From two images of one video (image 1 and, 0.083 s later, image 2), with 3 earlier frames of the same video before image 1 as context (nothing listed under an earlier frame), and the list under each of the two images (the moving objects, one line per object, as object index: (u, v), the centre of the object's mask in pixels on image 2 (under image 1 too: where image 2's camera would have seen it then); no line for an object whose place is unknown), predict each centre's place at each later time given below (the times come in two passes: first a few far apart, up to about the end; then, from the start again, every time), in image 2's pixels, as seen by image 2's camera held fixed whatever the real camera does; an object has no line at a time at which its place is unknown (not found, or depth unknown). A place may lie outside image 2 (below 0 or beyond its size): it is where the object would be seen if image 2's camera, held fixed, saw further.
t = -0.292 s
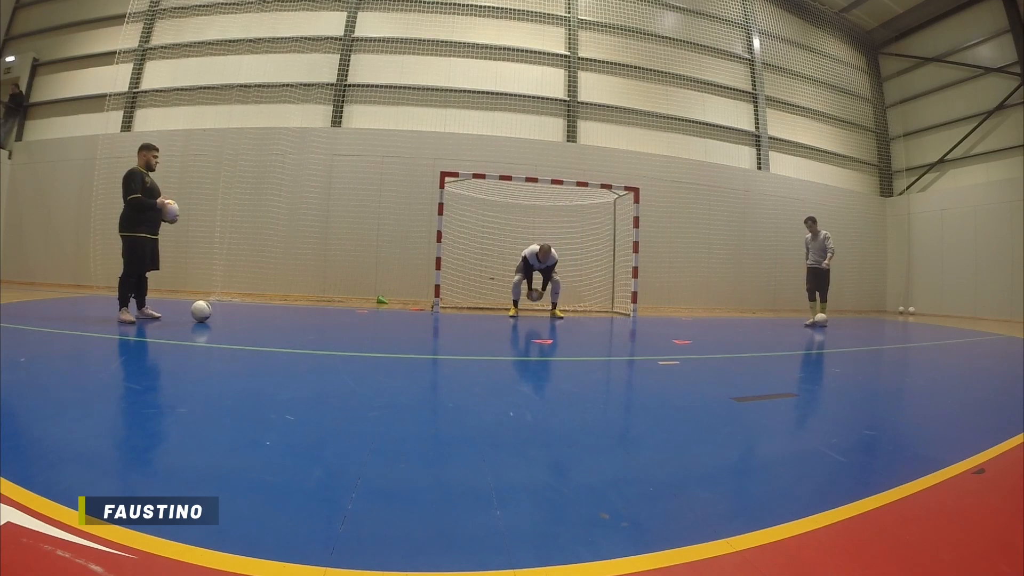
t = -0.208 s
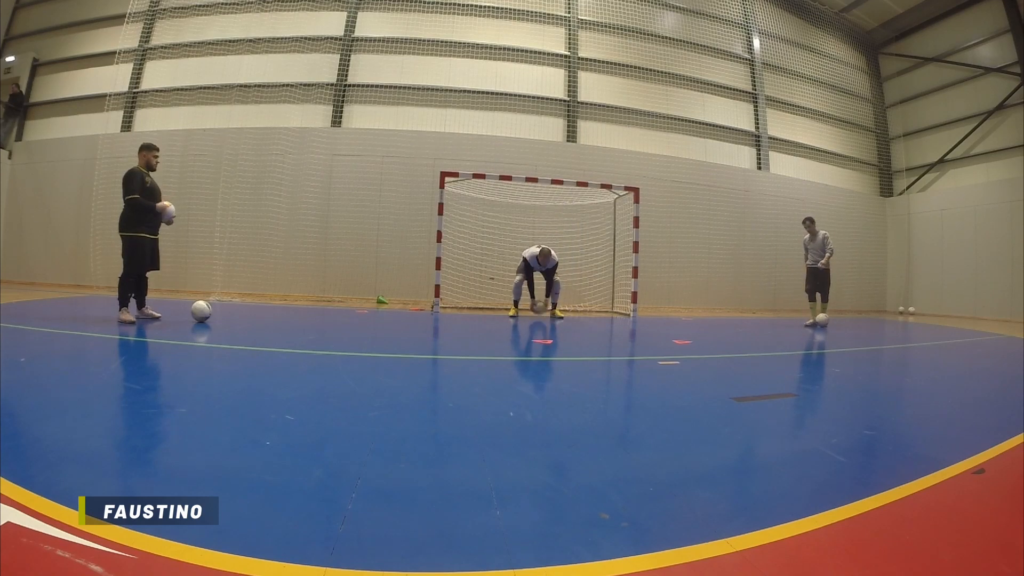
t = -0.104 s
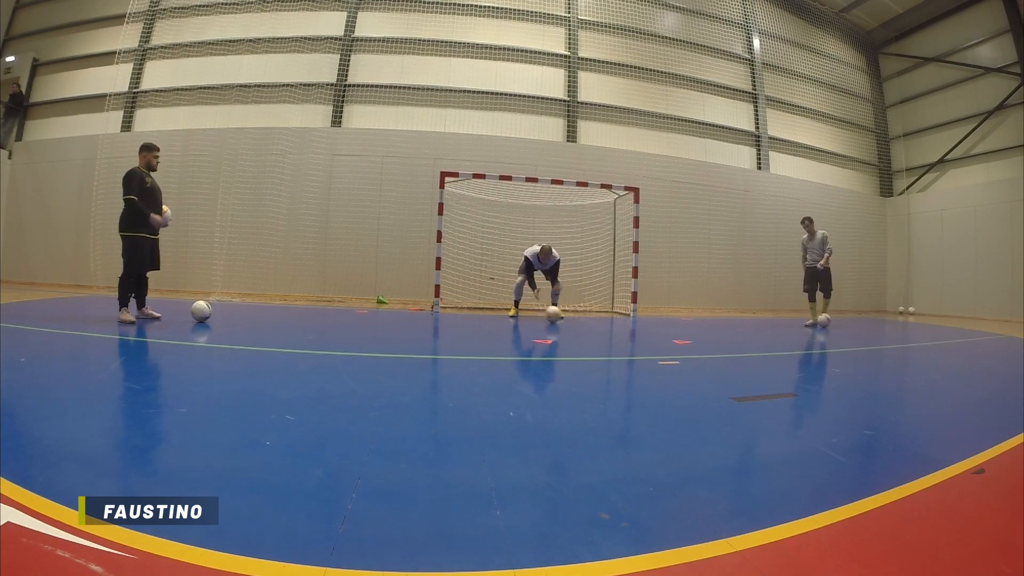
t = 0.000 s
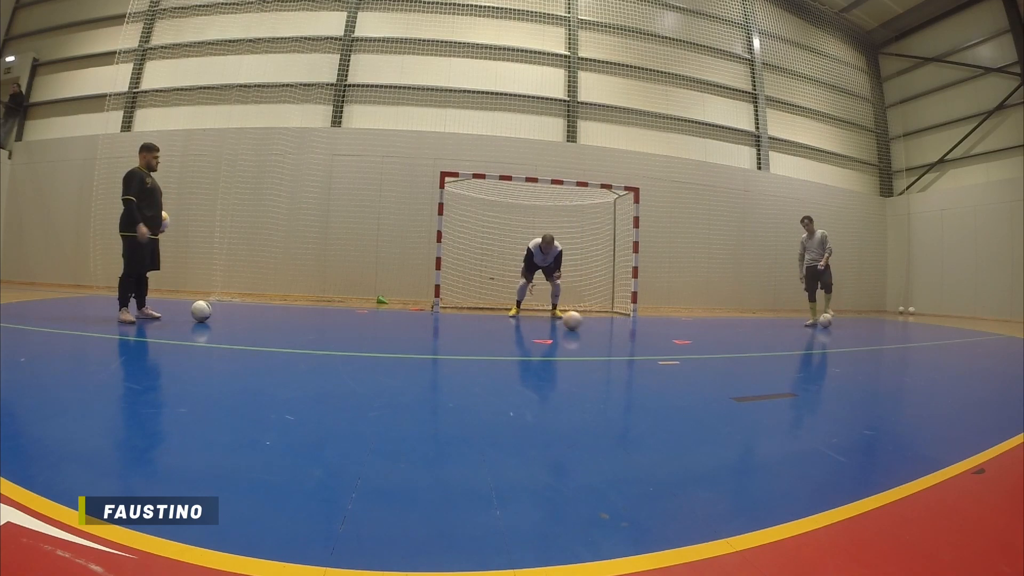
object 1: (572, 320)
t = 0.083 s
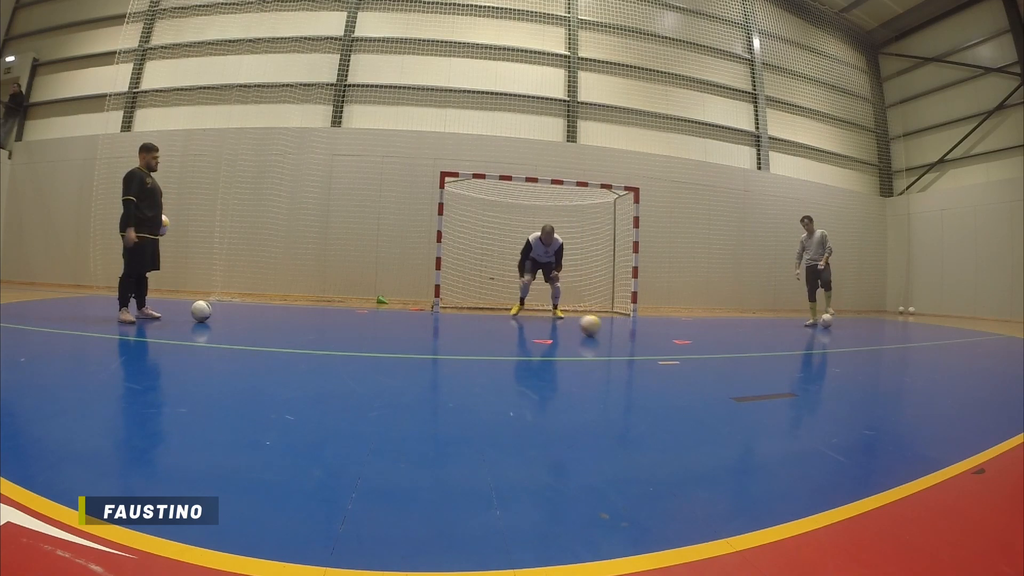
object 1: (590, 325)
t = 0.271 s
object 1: (644, 341)
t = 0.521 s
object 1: (756, 369)
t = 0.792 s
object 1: (983, 424)
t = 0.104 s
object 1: (595, 327)
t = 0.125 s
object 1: (600, 328)
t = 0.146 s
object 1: (605, 330)
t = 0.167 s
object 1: (611, 331)
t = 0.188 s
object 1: (618, 333)
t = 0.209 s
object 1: (623, 334)
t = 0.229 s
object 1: (630, 337)
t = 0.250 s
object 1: (636, 338)
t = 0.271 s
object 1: (644, 341)
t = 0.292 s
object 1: (651, 342)
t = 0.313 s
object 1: (658, 344)
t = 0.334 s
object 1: (666, 347)
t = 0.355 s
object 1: (674, 348)
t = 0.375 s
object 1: (683, 350)
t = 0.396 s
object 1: (693, 353)
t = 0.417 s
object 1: (702, 356)
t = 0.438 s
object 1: (712, 359)
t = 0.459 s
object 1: (722, 362)
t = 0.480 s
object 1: (733, 363)
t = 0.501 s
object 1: (744, 367)
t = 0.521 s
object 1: (756, 369)
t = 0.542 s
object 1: (768, 373)
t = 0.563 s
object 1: (782, 376)
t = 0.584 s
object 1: (796, 379)
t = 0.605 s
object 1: (810, 382)
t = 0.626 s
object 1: (825, 384)
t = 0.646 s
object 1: (842, 391)
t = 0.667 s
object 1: (858, 394)
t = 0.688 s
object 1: (877, 401)
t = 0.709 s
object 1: (896, 405)
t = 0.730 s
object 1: (917, 408)
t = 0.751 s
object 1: (938, 416)
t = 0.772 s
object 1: (960, 421)
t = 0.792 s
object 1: (983, 424)
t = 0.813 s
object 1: (1001, 432)
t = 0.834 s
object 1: (1012, 436)
